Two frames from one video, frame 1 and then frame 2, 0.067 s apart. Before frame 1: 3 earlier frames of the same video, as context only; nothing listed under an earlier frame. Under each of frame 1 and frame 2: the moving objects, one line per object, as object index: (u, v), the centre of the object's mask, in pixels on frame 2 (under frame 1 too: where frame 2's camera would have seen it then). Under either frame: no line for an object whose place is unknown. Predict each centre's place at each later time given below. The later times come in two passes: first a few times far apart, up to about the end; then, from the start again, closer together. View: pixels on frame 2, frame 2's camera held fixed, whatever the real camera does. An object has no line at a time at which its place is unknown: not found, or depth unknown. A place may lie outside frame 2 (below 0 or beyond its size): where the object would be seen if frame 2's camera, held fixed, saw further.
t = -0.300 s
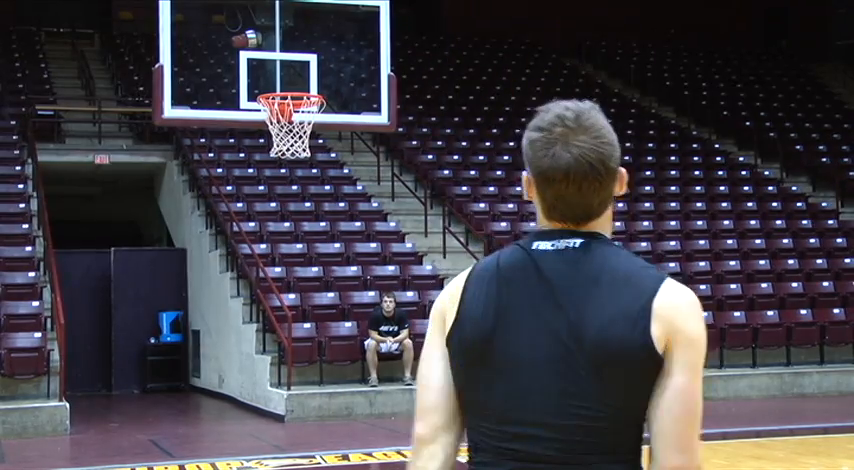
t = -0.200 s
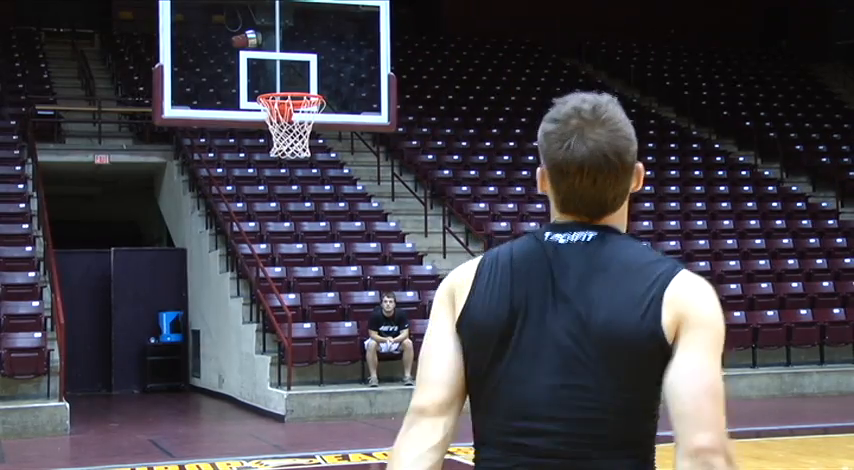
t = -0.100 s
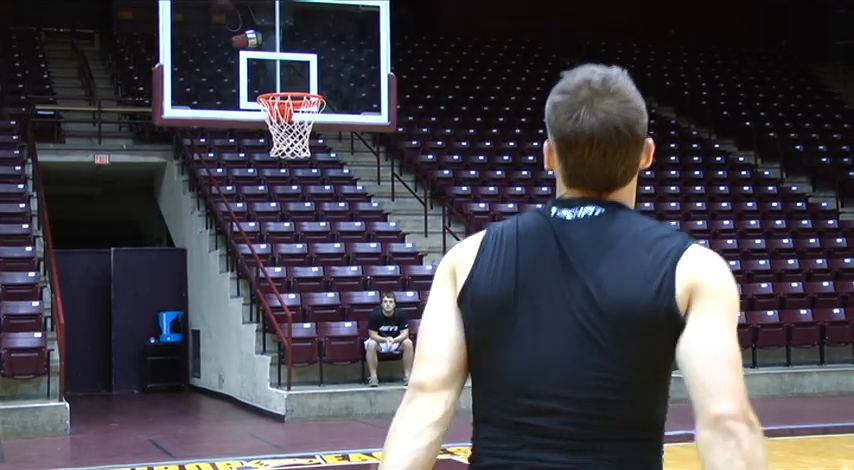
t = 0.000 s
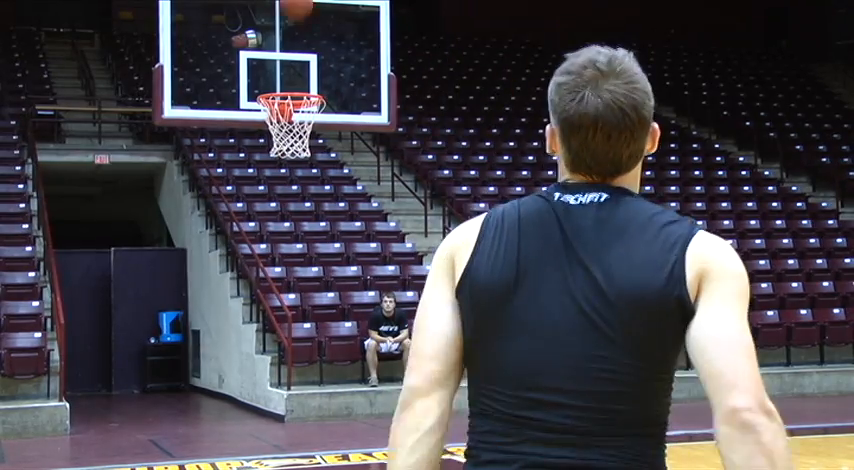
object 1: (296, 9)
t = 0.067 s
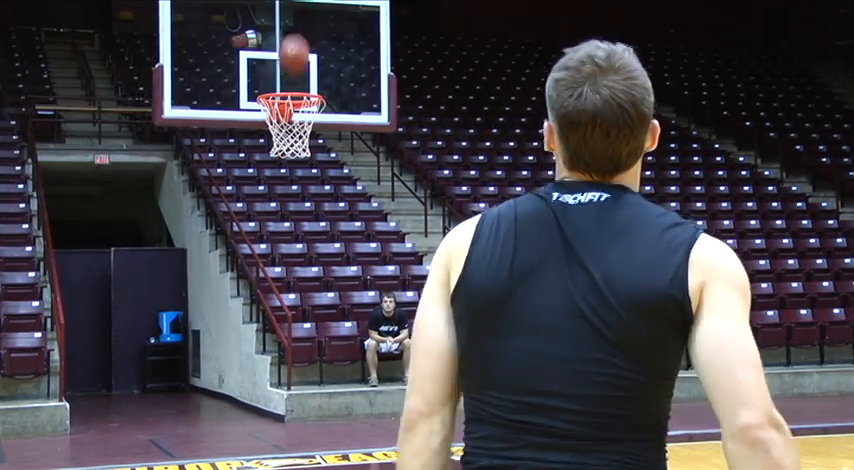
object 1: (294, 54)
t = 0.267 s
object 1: (286, 205)
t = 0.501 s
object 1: (278, 441)
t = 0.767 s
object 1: (258, 336)
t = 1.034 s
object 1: (236, 225)
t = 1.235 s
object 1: (218, 206)
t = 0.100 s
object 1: (293, 78)
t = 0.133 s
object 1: (289, 110)
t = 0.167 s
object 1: (293, 131)
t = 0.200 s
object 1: (289, 160)
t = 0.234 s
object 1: (287, 179)
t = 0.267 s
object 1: (286, 205)
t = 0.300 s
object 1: (284, 232)
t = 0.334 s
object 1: (283, 264)
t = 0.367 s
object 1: (283, 295)
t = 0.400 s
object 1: (281, 327)
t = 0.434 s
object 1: (281, 365)
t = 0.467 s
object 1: (278, 405)
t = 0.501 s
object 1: (278, 441)
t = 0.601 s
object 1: (272, 444)
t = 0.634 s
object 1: (269, 424)
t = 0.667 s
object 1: (266, 400)
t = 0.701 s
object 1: (264, 376)
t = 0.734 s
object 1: (261, 355)
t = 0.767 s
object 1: (258, 336)
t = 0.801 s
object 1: (256, 317)
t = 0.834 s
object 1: (254, 300)
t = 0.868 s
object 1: (251, 284)
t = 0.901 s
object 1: (248, 270)
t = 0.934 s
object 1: (245, 257)
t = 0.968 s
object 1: (241, 245)
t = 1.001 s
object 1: (239, 234)
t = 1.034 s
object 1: (236, 225)
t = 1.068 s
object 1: (233, 218)
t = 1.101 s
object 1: (230, 212)
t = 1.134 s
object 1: (227, 208)
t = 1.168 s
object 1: (224, 206)
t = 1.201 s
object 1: (221, 205)
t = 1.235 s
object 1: (218, 206)
